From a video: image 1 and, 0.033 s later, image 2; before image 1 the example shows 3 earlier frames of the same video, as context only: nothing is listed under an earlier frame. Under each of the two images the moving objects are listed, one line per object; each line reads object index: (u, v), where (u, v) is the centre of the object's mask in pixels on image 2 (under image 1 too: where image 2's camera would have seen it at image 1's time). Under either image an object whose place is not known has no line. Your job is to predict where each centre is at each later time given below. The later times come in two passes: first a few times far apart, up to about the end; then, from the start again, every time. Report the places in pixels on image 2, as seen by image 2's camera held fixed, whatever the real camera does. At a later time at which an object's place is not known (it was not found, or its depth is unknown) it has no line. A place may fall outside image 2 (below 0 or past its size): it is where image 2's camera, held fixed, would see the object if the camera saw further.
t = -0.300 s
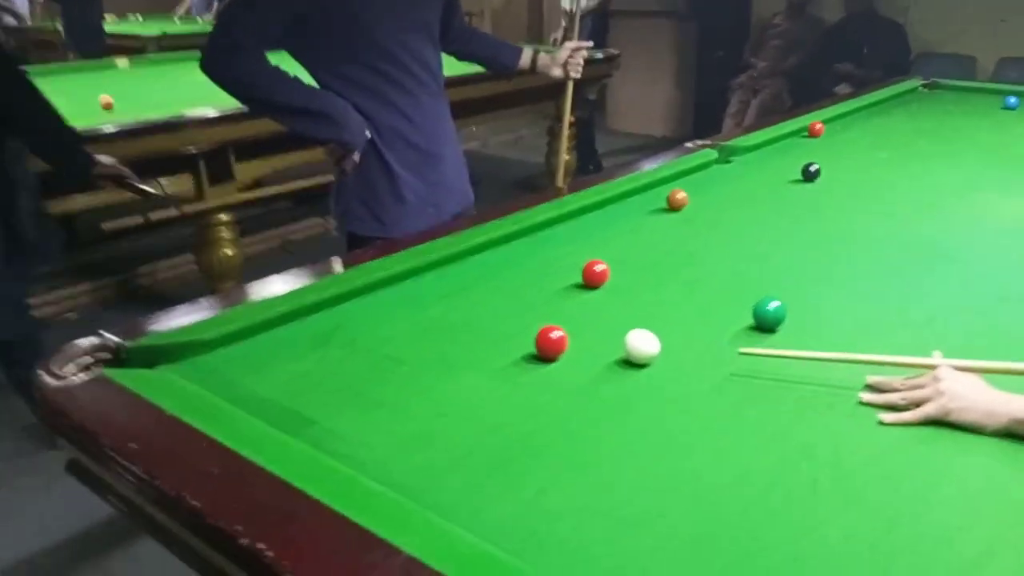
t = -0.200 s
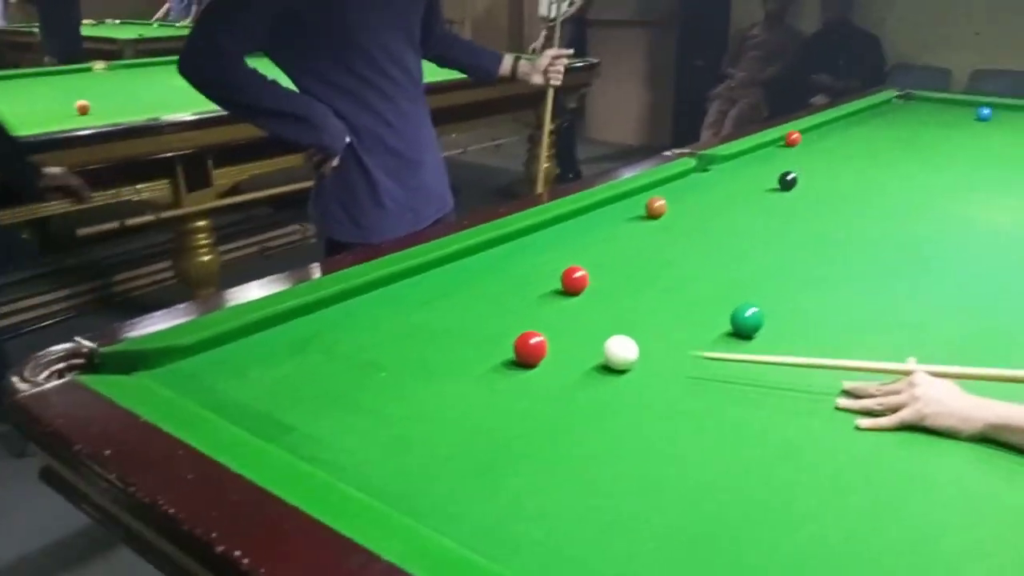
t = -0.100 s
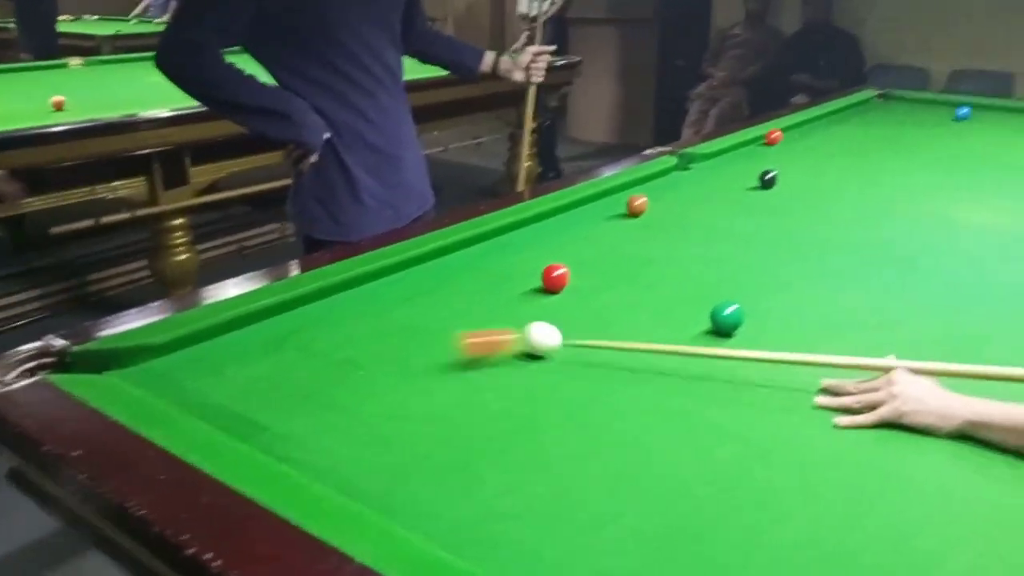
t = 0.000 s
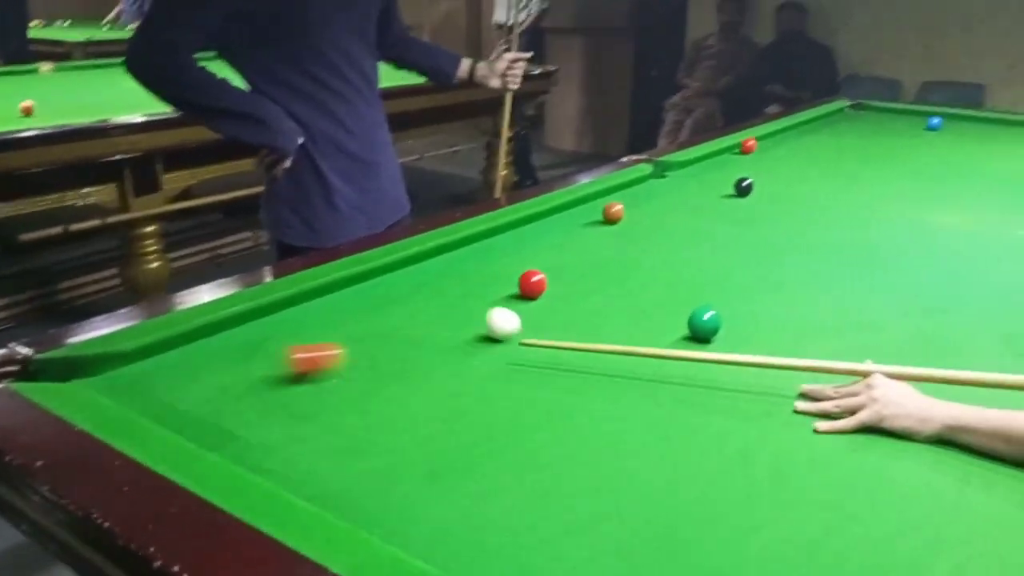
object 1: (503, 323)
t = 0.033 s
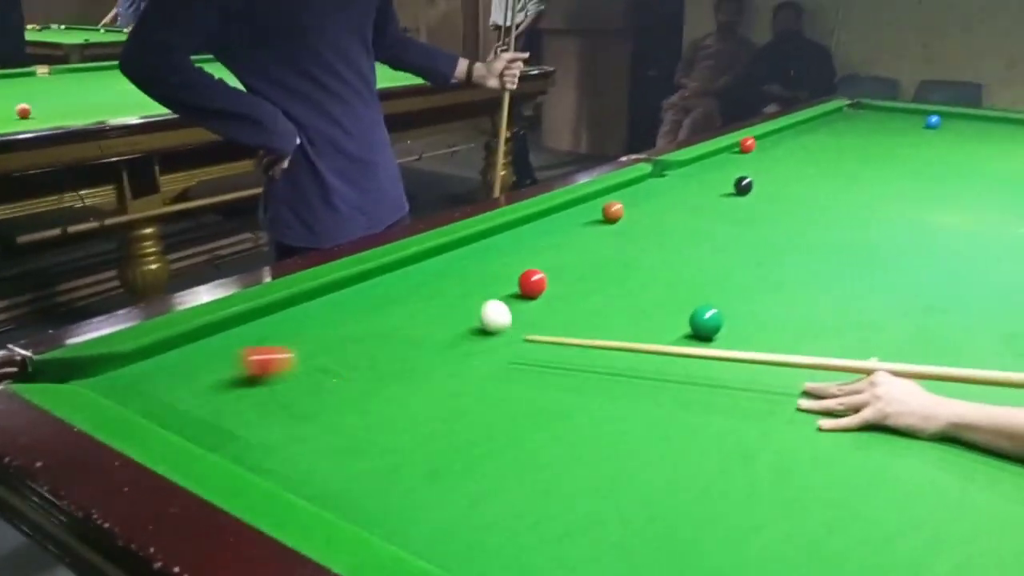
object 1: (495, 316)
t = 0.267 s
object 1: (451, 279)
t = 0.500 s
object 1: (446, 256)
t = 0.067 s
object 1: (488, 311)
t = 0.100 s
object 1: (481, 305)
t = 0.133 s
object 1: (475, 298)
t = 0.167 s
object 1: (468, 294)
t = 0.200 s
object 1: (463, 288)
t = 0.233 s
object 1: (457, 284)
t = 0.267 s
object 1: (451, 279)
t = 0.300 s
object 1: (445, 275)
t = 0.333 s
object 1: (440, 270)
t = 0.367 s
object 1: (435, 266)
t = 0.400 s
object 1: (430, 261)
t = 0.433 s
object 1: (426, 258)
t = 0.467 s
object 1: (434, 256)
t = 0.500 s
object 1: (446, 256)
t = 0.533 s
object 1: (457, 256)
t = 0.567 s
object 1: (468, 256)
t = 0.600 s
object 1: (479, 256)
